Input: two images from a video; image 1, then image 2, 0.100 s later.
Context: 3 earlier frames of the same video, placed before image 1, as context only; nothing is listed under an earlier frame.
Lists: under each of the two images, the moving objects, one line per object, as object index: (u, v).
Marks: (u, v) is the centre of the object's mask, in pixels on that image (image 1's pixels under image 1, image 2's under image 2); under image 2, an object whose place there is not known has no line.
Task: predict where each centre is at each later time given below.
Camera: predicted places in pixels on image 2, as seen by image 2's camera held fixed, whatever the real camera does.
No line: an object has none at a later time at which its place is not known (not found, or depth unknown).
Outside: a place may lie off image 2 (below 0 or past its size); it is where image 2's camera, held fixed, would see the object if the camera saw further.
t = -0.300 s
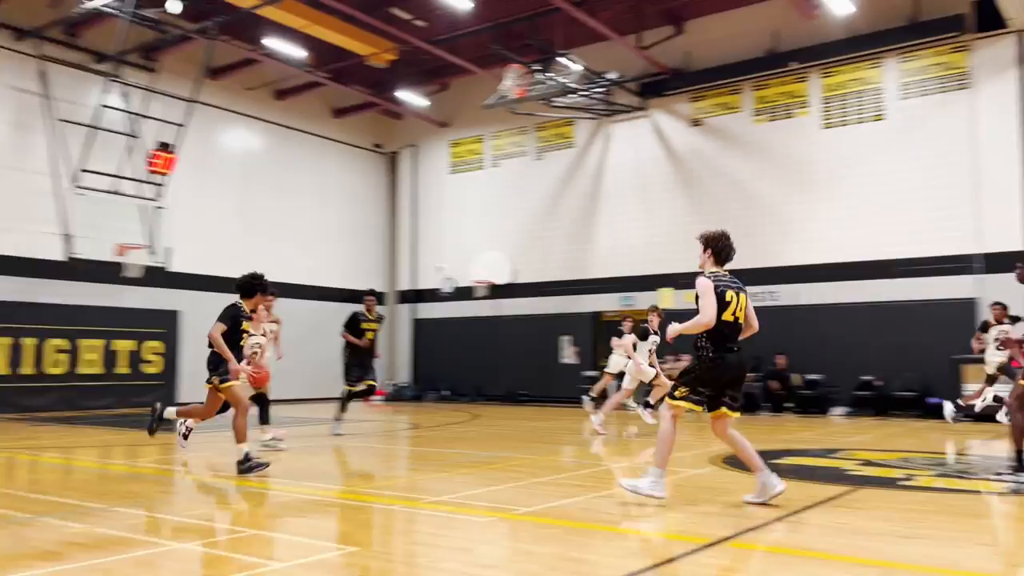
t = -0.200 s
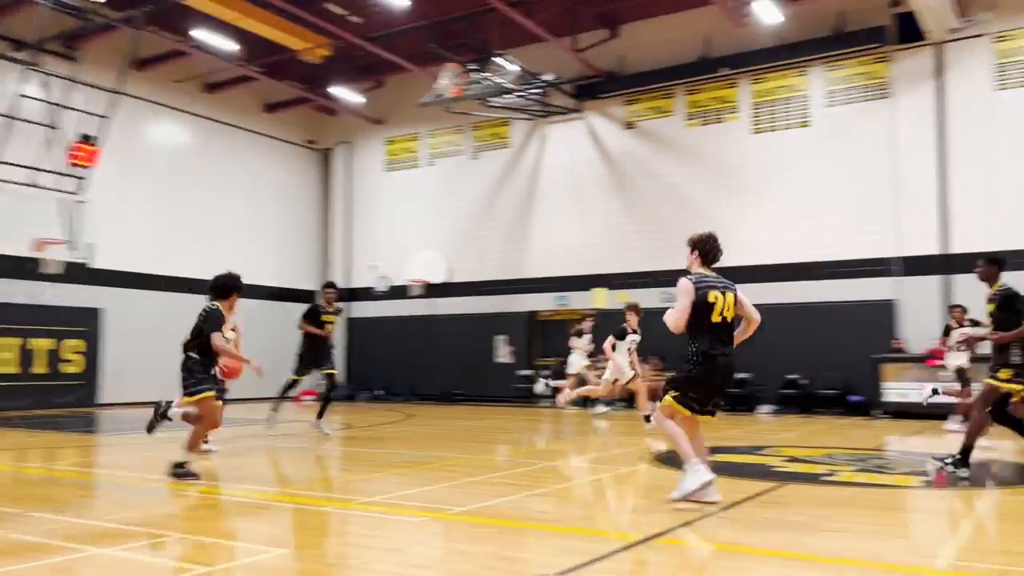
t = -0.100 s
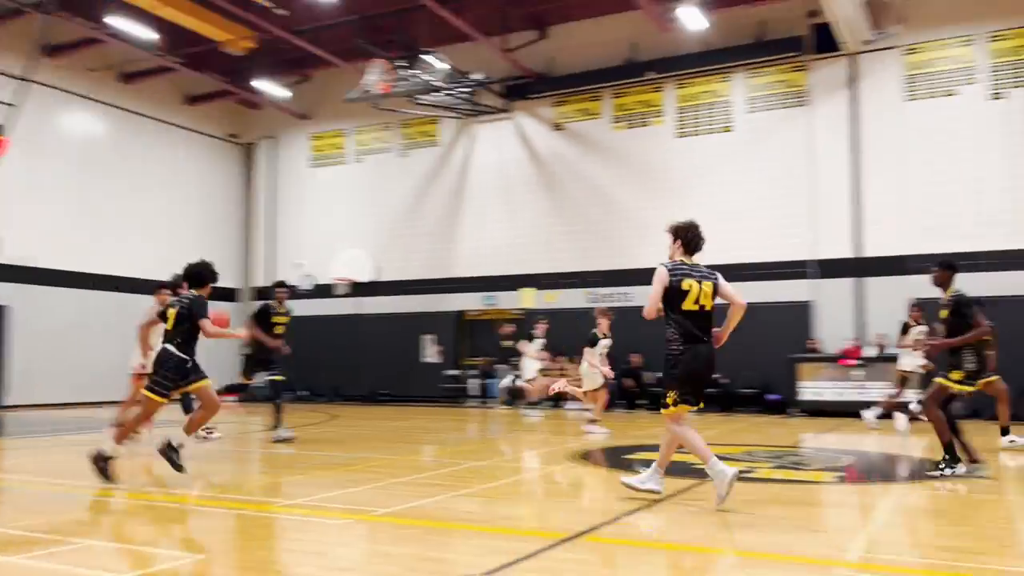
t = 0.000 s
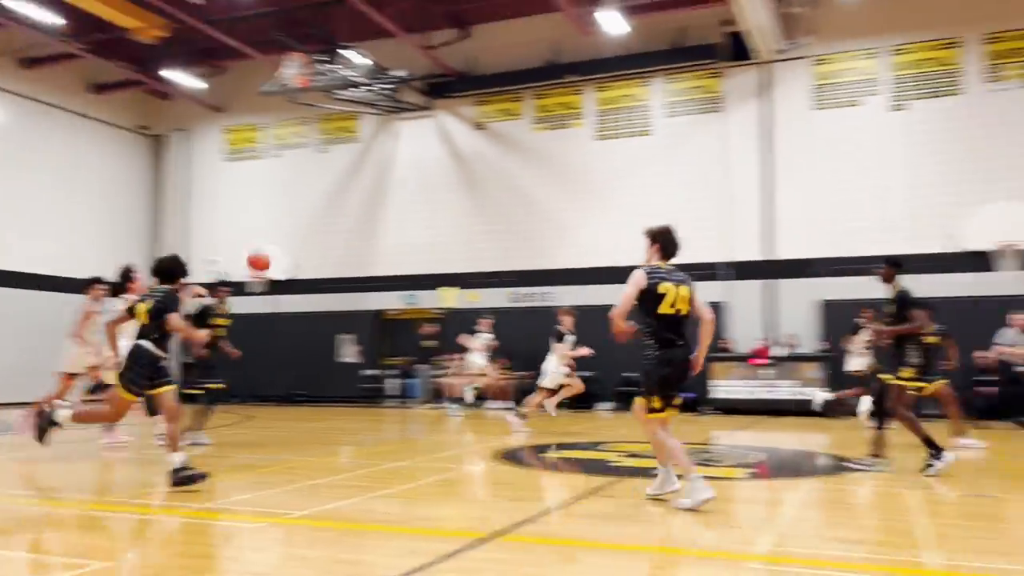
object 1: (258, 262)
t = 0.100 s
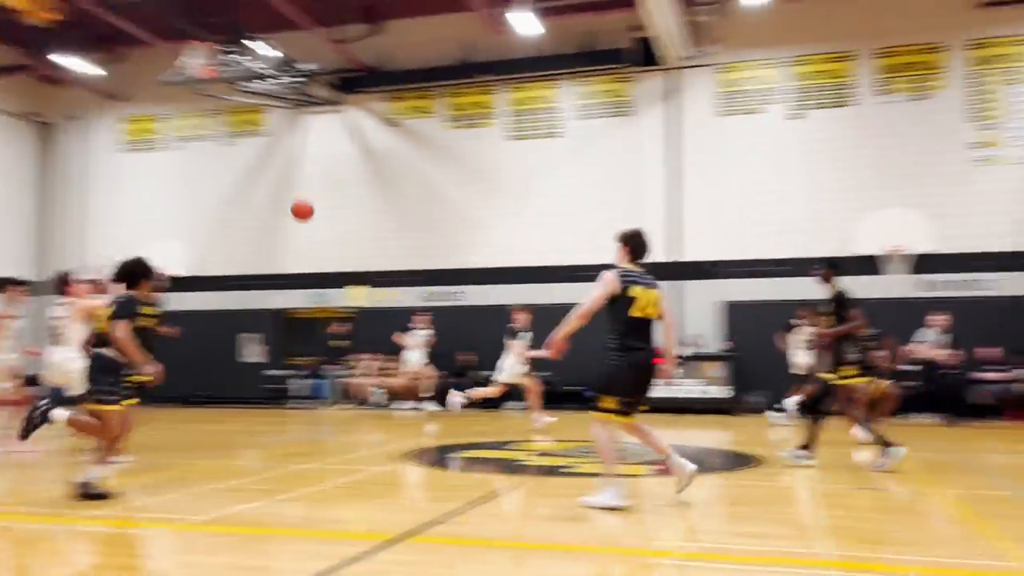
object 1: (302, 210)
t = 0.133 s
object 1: (346, 197)
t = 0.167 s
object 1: (389, 186)
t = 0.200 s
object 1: (430, 176)
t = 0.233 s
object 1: (470, 166)
